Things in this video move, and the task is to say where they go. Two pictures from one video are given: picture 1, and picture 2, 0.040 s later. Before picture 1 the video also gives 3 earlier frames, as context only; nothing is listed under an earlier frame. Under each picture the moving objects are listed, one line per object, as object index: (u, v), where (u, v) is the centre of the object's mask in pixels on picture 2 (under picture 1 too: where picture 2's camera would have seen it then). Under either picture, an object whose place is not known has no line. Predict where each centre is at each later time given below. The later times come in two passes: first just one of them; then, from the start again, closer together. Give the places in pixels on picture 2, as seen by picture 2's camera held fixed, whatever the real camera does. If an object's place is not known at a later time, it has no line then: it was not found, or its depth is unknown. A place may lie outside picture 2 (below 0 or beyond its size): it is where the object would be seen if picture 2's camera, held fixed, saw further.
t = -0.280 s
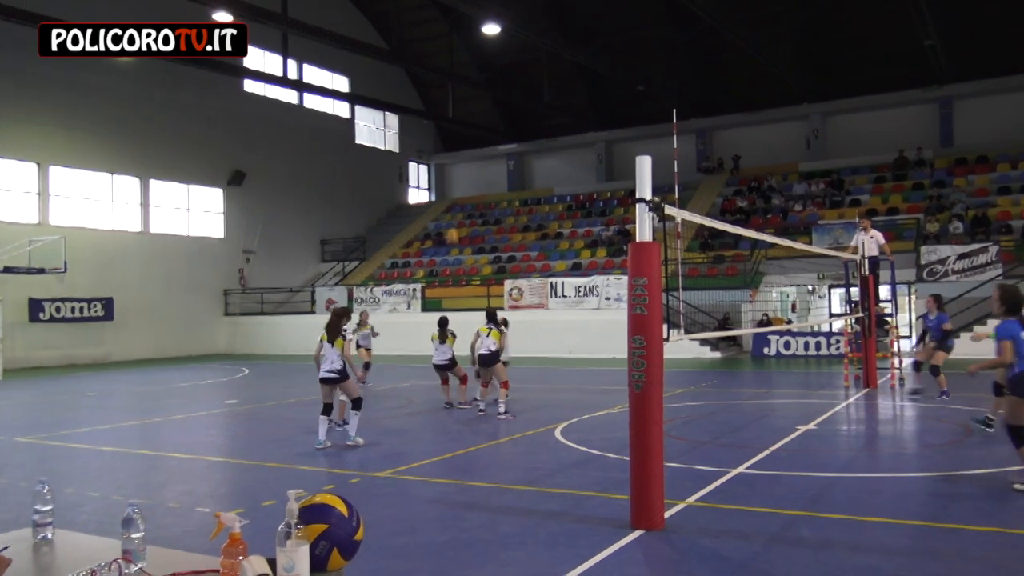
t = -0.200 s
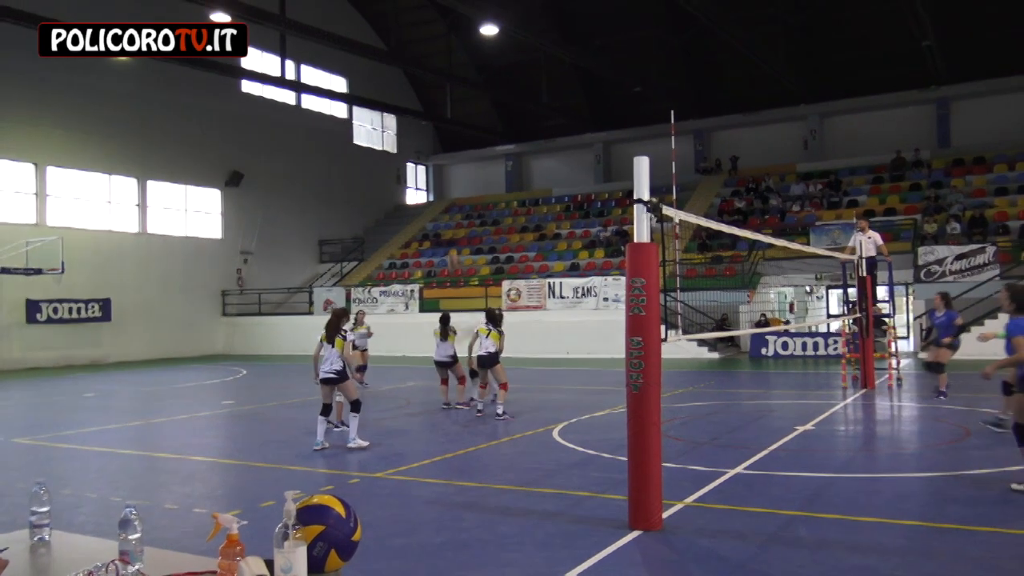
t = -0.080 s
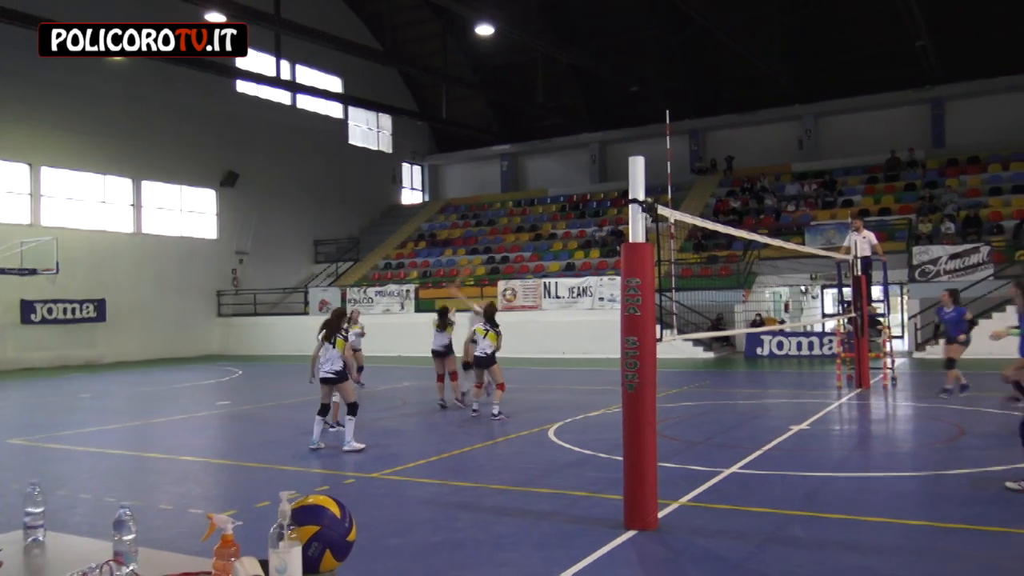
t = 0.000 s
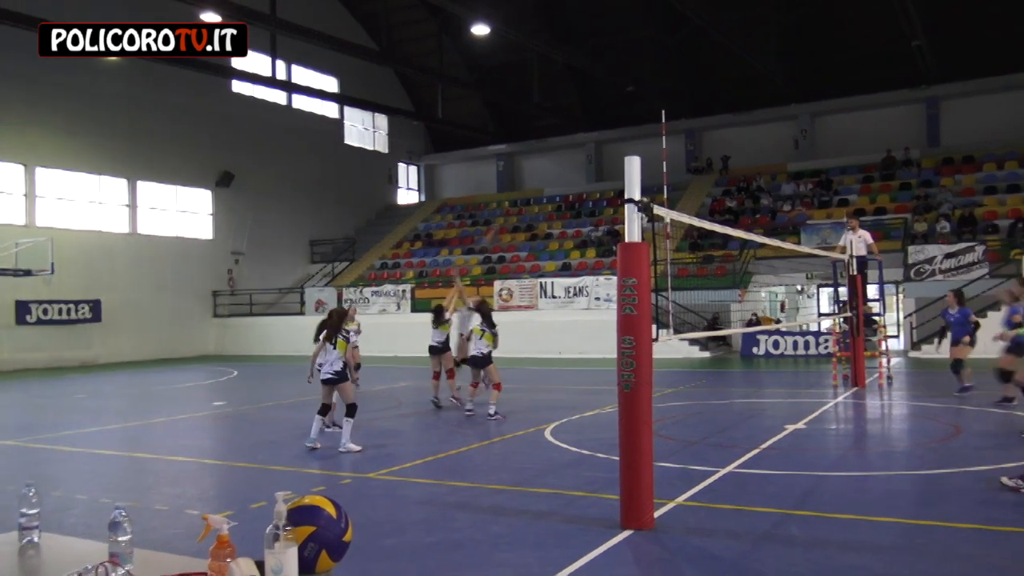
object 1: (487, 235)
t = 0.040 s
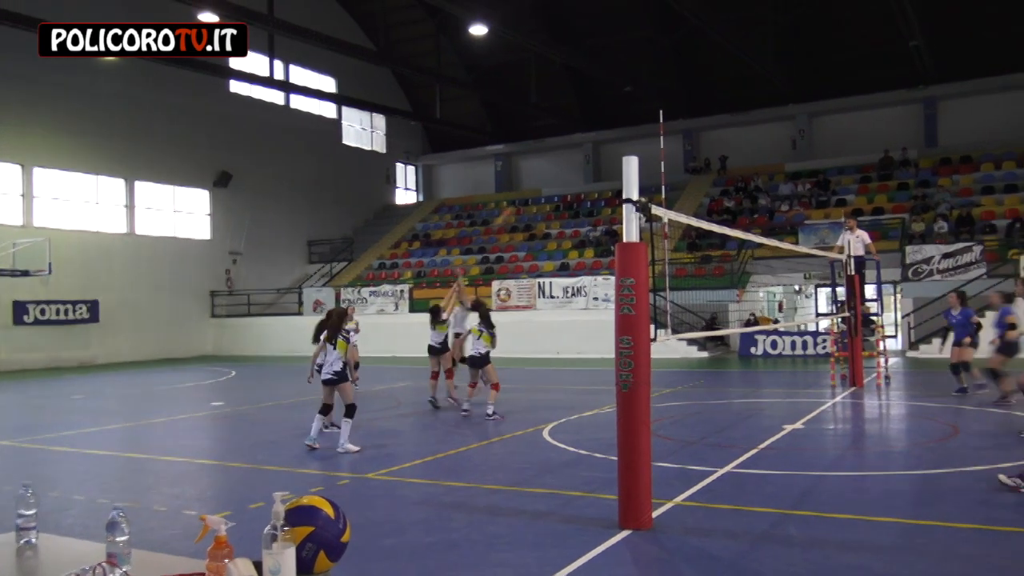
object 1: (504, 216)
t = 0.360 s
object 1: (660, 92)
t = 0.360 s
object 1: (660, 92)
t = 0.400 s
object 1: (682, 79)
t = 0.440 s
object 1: (701, 68)
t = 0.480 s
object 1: (724, 56)
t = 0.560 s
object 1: (769, 41)
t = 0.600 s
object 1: (794, 33)
